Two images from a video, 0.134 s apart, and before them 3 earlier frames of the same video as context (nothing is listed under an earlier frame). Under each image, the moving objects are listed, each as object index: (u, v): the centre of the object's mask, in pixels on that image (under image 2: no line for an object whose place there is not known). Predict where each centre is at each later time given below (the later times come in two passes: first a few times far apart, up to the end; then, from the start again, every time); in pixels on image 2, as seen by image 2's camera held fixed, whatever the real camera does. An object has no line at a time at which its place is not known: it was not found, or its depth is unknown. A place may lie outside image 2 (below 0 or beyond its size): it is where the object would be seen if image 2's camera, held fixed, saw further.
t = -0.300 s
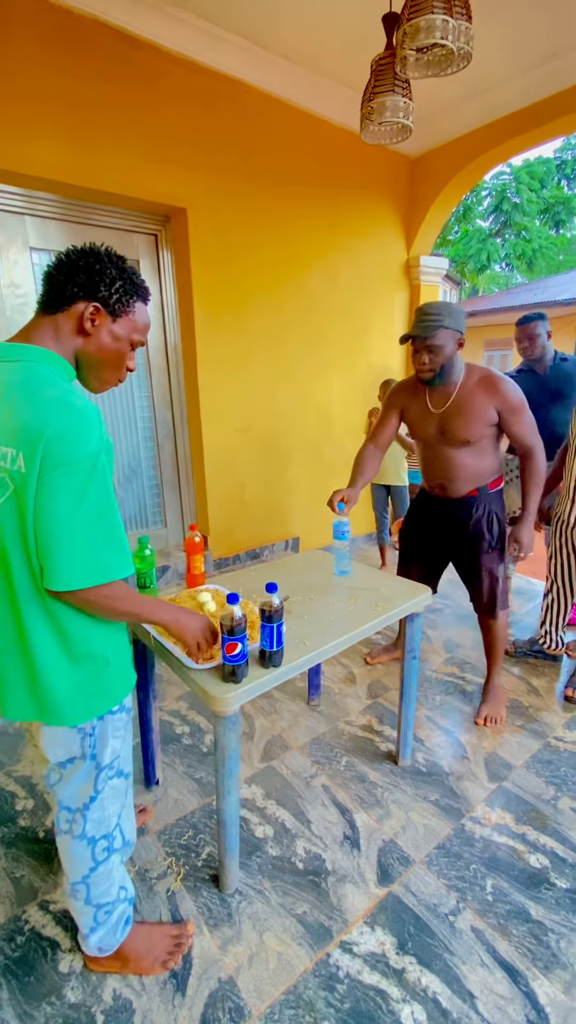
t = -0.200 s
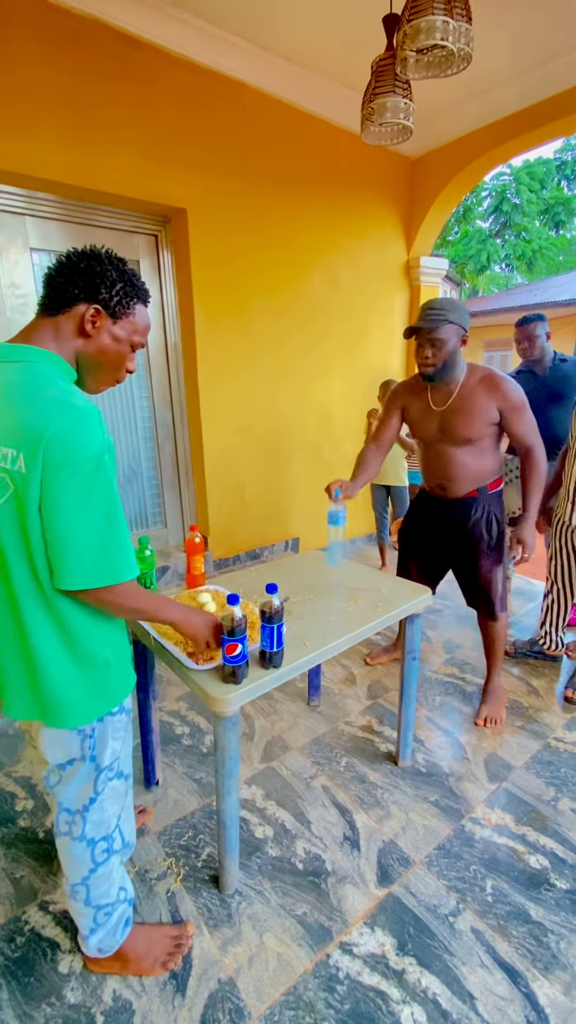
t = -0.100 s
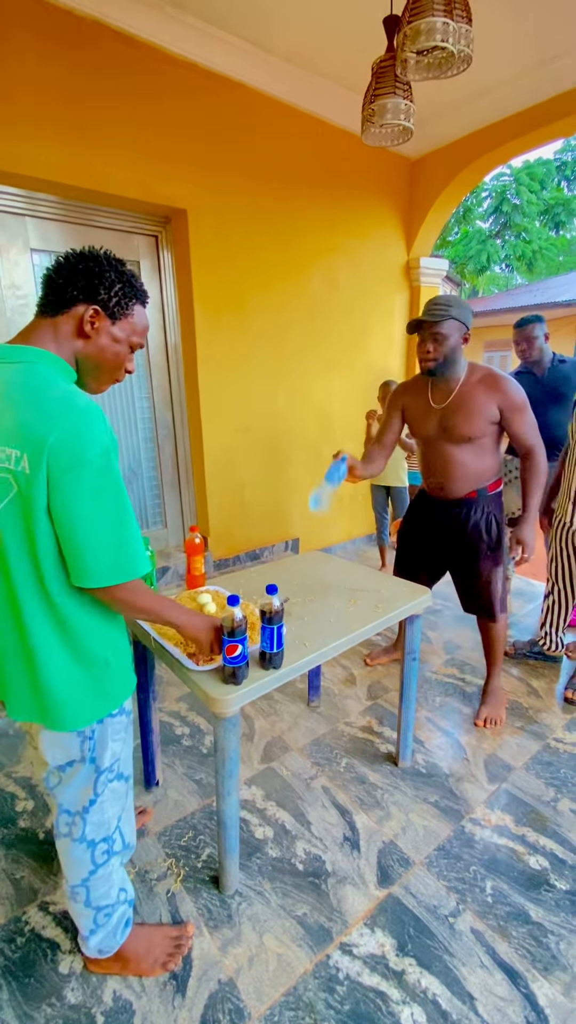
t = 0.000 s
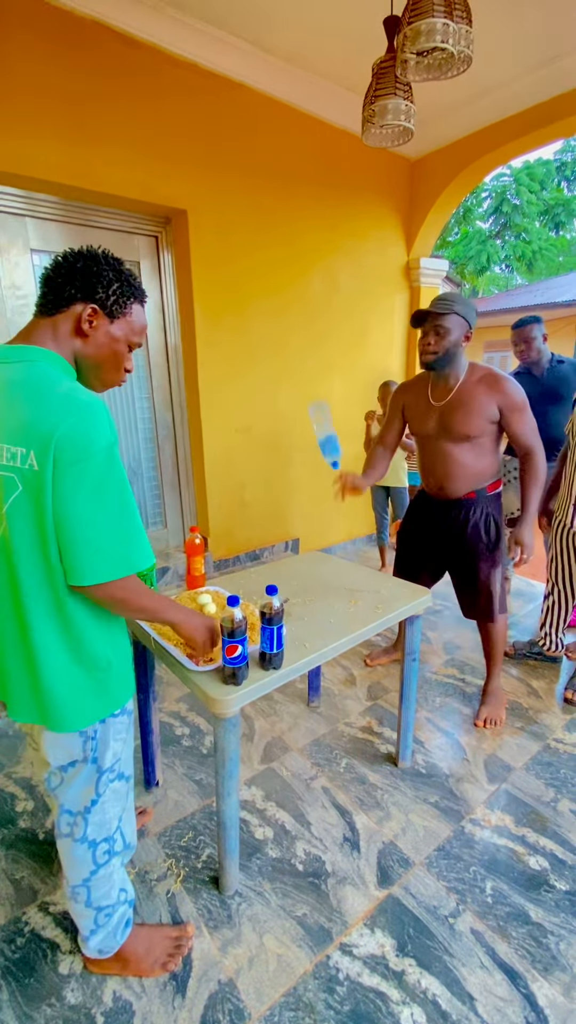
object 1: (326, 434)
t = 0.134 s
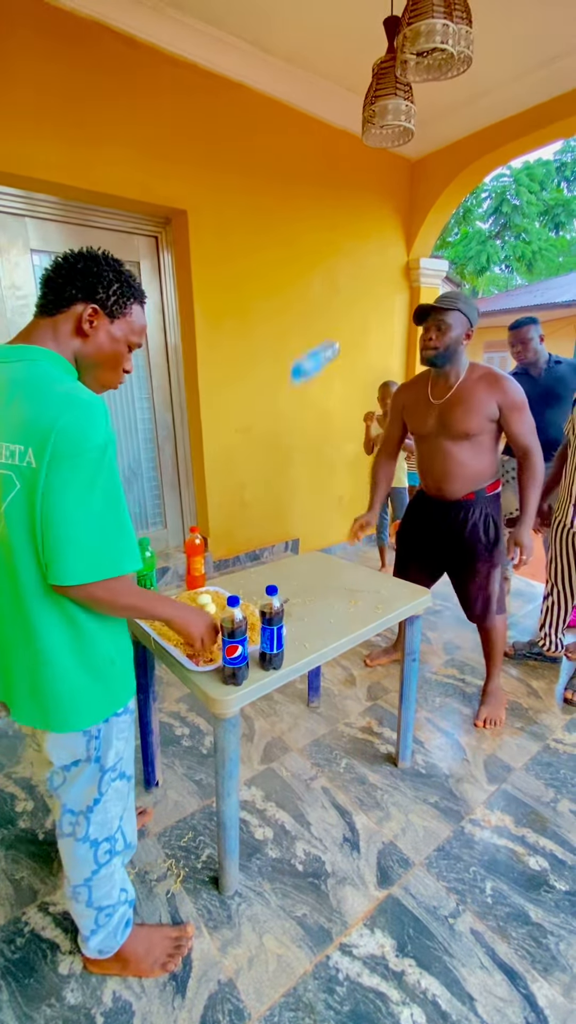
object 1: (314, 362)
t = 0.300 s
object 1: (317, 342)
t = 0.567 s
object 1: (324, 525)
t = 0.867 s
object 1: (326, 573)
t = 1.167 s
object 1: (322, 572)
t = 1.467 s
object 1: (318, 572)
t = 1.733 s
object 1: (315, 571)
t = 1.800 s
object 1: (314, 571)
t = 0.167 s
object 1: (313, 346)
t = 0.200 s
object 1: (313, 336)
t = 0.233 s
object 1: (315, 333)
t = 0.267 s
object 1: (316, 335)
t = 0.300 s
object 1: (317, 342)
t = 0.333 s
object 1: (318, 353)
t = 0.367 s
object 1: (319, 368)
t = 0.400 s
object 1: (320, 386)
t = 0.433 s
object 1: (321, 408)
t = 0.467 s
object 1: (322, 433)
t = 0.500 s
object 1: (323, 461)
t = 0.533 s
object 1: (323, 492)
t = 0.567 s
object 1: (324, 525)
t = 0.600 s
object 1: (322, 560)
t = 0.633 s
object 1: (324, 581)
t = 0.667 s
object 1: (324, 577)
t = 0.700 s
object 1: (325, 570)
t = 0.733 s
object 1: (325, 567)
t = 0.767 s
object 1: (325, 566)
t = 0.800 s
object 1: (326, 566)
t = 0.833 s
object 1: (326, 569)
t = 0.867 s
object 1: (326, 573)
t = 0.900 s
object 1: (326, 573)
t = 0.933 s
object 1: (325, 573)
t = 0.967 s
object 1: (324, 573)
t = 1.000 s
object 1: (324, 573)
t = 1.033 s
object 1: (324, 572)
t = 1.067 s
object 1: (323, 573)
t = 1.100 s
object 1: (323, 572)
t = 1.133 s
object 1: (322, 572)
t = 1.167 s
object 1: (322, 572)
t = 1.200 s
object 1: (321, 572)
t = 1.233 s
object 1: (321, 572)
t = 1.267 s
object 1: (320, 572)
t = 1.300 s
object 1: (320, 572)
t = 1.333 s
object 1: (319, 572)
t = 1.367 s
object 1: (319, 572)
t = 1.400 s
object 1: (318, 572)
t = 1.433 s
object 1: (318, 571)
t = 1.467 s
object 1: (318, 572)
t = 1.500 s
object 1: (317, 572)
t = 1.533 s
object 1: (317, 571)
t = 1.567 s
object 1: (316, 571)
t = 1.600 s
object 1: (316, 571)
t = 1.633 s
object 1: (316, 571)
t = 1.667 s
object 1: (315, 571)
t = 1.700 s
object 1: (315, 571)
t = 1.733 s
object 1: (315, 571)
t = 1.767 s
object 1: (314, 571)
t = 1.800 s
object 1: (314, 571)
